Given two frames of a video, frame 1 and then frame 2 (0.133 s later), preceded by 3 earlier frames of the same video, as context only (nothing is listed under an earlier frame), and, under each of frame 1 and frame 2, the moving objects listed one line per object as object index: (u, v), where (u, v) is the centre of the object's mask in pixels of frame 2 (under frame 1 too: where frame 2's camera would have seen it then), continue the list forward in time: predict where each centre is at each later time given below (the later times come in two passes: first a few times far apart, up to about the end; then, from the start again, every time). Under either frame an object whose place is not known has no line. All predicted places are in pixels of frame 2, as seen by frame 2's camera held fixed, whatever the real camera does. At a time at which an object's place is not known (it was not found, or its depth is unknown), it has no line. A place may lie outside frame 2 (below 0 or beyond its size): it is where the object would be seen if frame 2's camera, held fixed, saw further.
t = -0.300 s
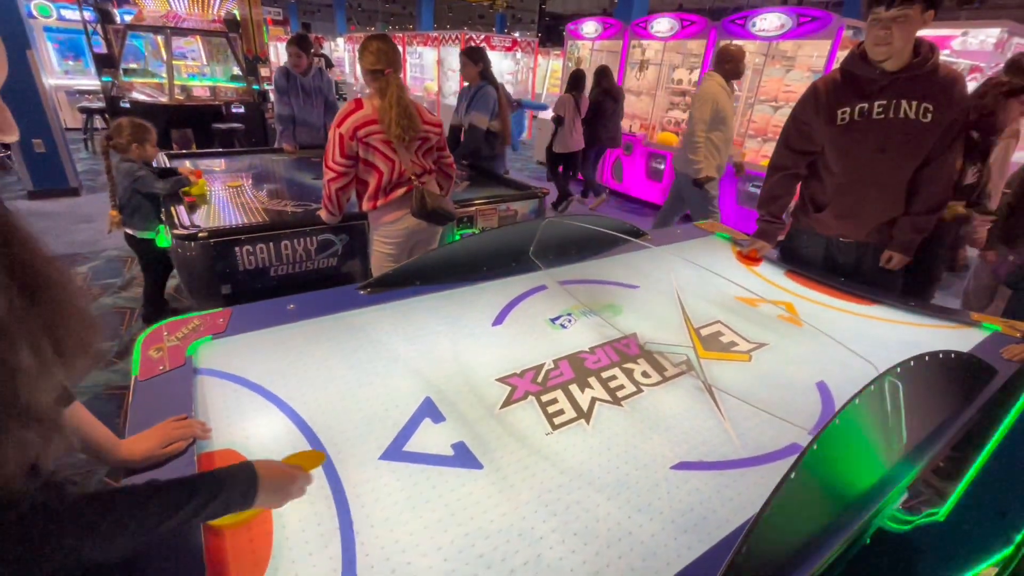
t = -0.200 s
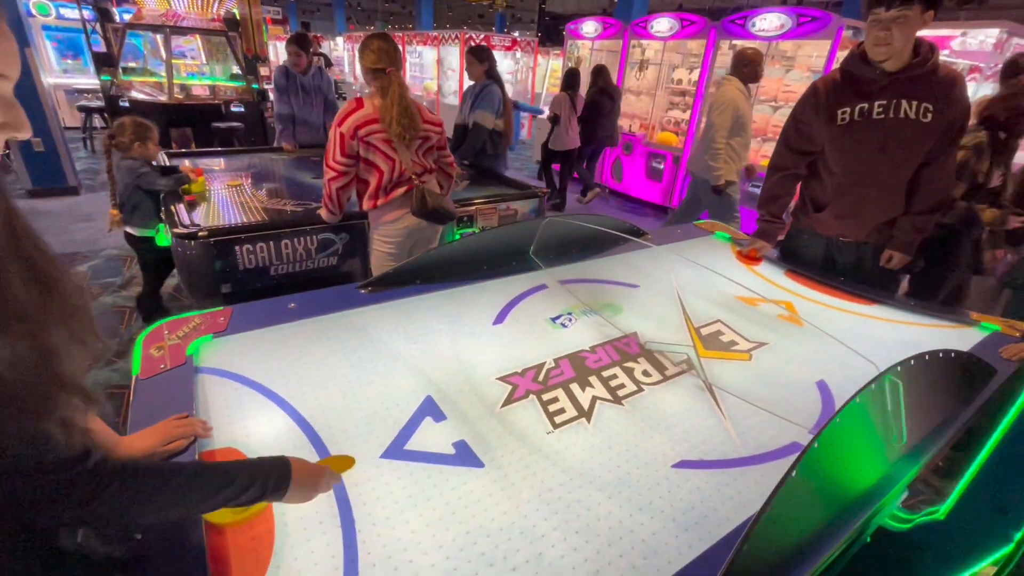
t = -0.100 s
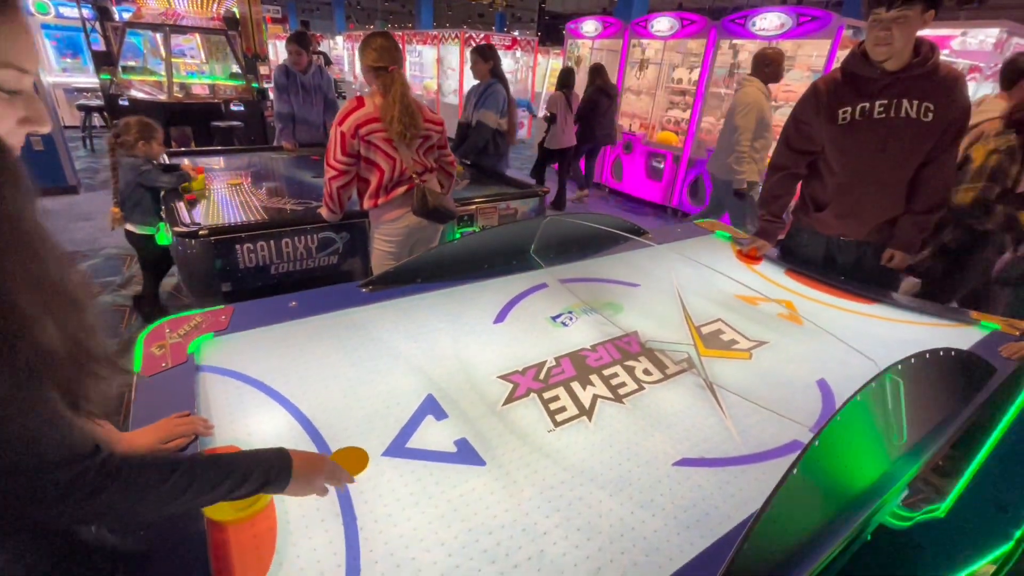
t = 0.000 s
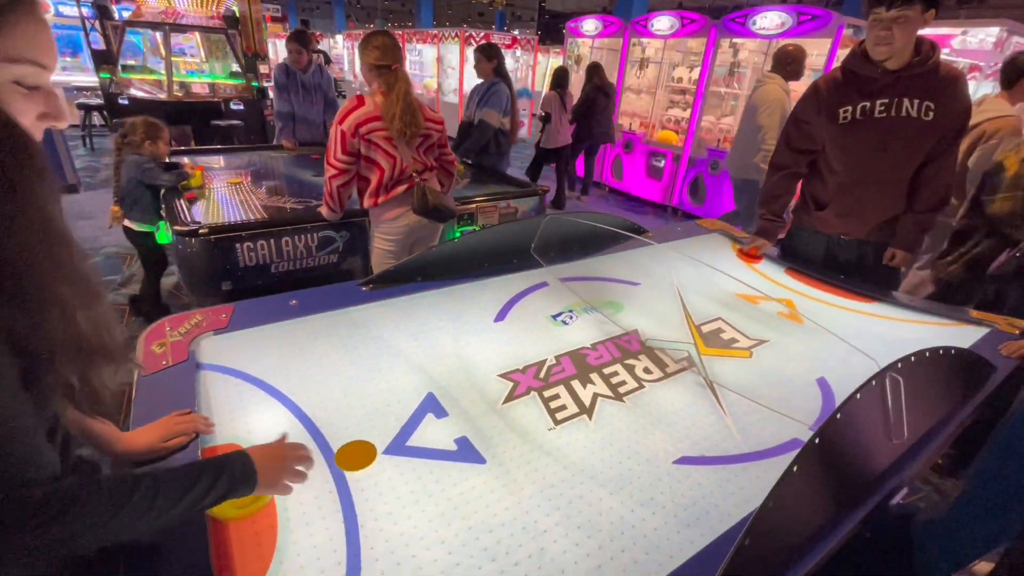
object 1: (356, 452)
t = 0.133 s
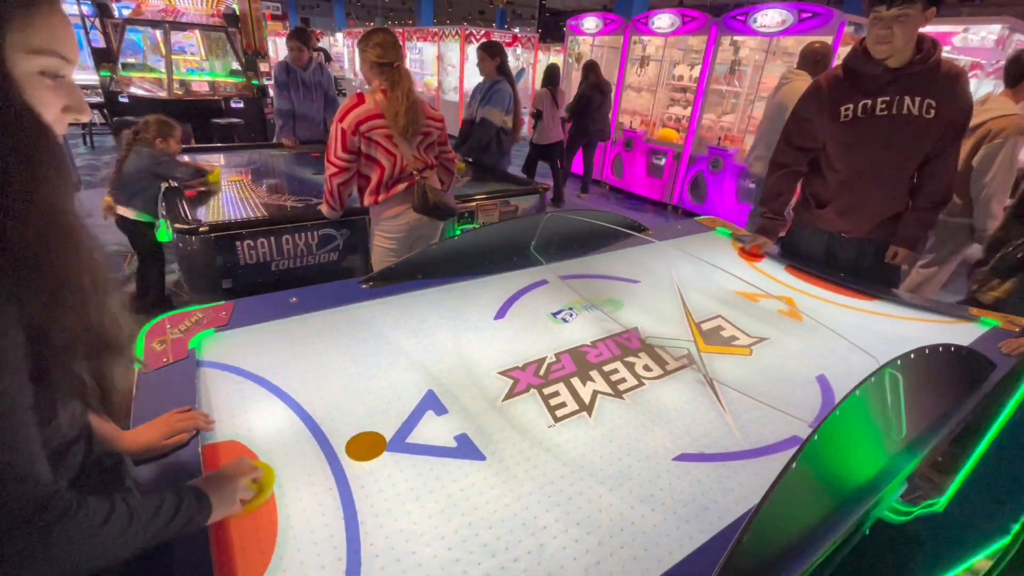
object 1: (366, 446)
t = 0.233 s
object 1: (373, 442)
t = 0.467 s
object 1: (391, 433)
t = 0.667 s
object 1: (405, 427)
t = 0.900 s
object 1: (420, 421)
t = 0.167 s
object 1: (368, 445)
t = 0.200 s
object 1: (371, 443)
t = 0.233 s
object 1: (373, 442)
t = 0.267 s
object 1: (376, 441)
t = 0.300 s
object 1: (378, 439)
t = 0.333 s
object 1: (381, 438)
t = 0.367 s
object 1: (383, 437)
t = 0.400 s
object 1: (386, 435)
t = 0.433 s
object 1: (388, 434)
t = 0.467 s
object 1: (391, 433)
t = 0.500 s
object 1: (393, 432)
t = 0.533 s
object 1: (395, 431)
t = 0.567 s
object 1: (398, 430)
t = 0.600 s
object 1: (400, 429)
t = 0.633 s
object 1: (402, 428)
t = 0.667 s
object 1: (405, 427)
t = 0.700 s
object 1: (407, 426)
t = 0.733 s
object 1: (409, 425)
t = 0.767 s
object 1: (412, 424)
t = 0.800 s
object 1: (414, 423)
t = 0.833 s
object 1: (416, 422)
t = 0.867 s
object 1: (418, 422)
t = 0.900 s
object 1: (420, 421)
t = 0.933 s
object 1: (423, 420)
